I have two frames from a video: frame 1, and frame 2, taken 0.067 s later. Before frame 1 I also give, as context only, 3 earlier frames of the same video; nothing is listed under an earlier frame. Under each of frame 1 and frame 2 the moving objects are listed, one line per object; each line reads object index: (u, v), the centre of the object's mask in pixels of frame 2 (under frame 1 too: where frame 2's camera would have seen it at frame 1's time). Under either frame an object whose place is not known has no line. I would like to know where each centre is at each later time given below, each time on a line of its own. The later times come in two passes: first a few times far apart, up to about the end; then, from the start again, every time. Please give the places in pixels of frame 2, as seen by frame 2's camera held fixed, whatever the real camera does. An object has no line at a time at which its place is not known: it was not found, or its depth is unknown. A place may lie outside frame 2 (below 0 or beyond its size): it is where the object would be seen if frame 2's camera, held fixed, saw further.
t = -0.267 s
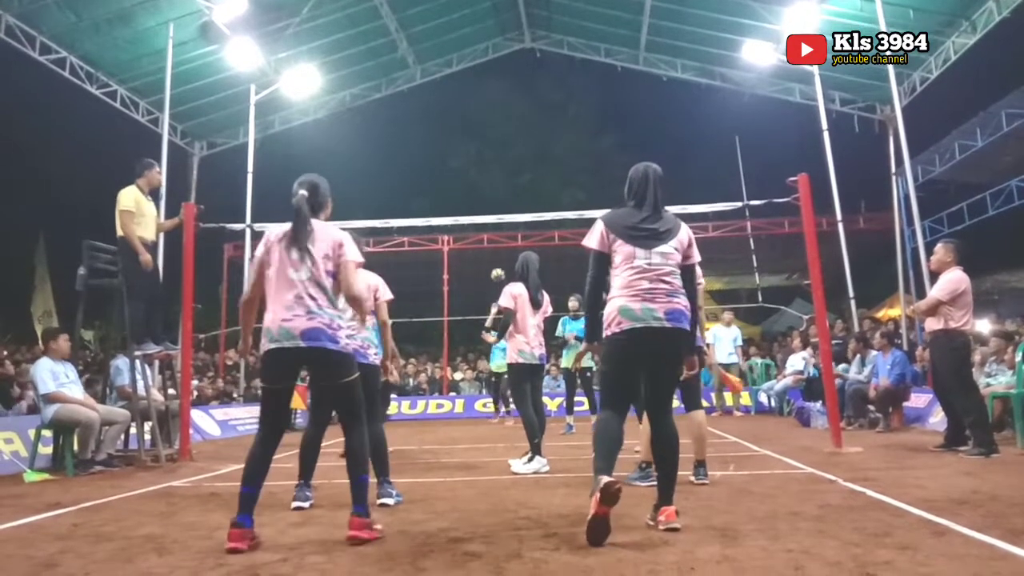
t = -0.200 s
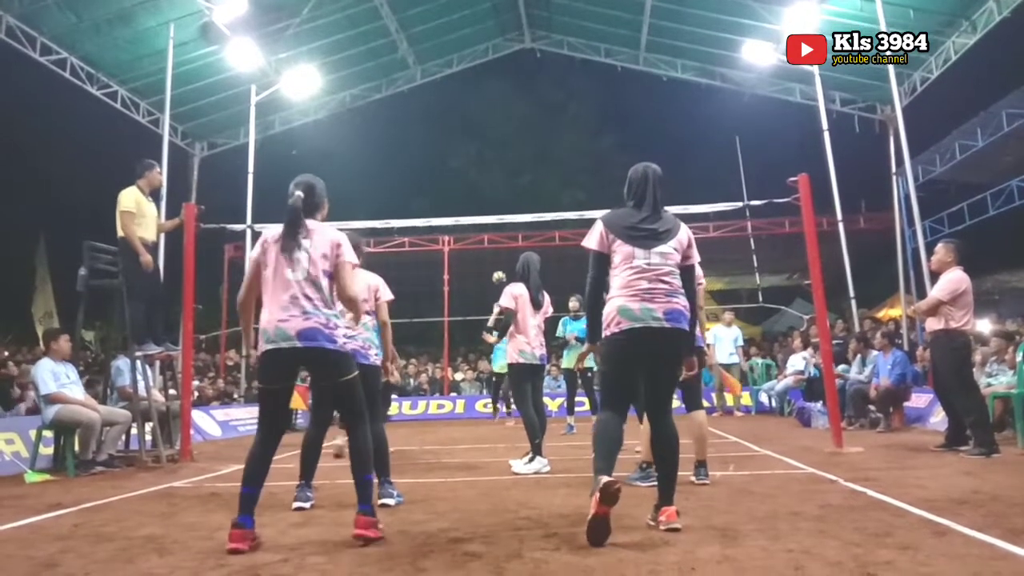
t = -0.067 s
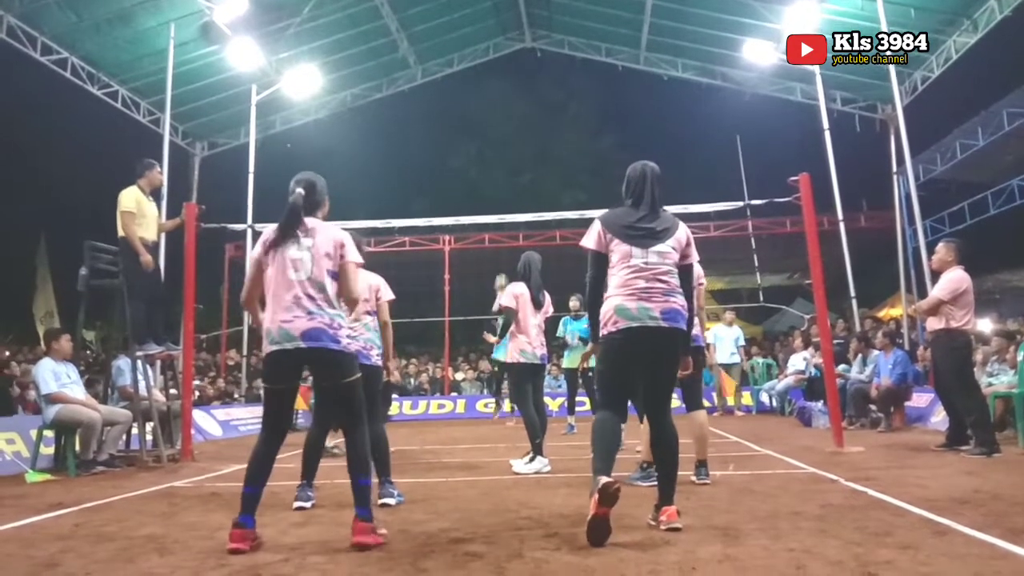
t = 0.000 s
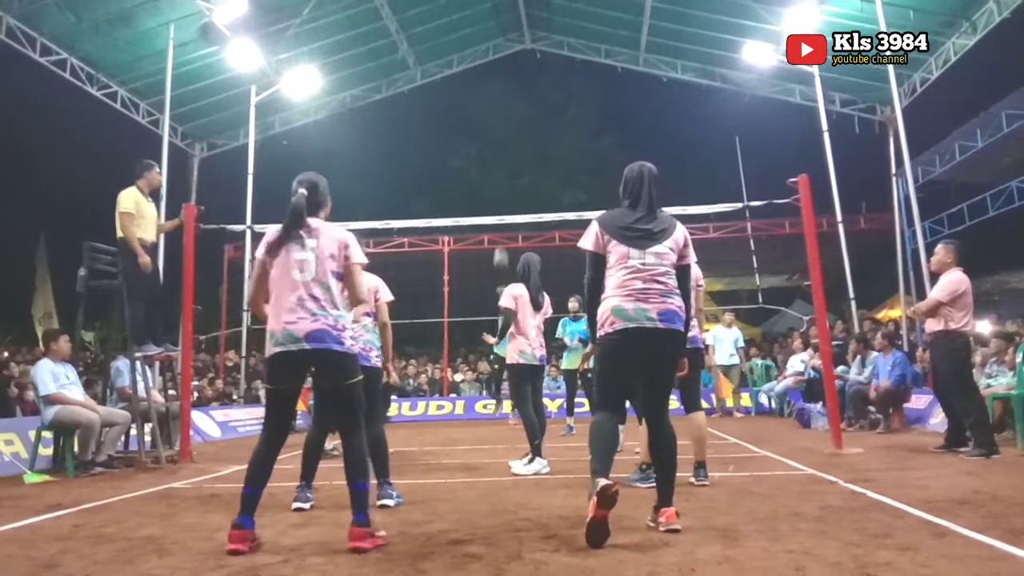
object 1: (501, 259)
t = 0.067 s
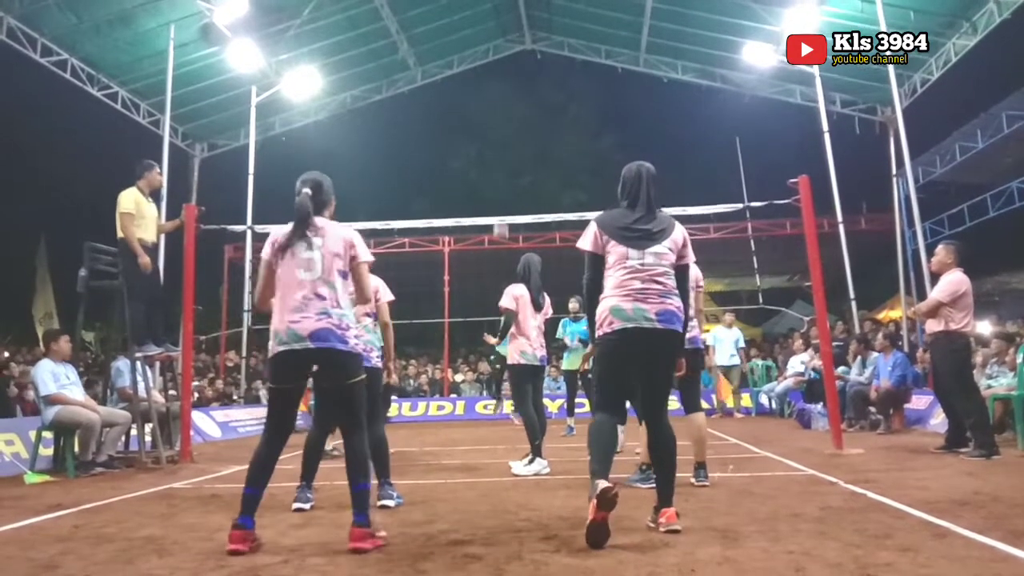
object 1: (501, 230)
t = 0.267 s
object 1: (496, 155)
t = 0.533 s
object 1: (488, 77)
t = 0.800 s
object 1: (472, 40)
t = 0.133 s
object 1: (500, 203)
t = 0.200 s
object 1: (498, 179)
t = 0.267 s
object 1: (496, 155)
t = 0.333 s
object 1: (495, 133)
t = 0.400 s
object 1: (493, 112)
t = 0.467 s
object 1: (490, 93)
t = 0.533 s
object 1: (488, 77)
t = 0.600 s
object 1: (485, 62)
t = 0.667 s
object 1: (481, 52)
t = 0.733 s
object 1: (477, 44)
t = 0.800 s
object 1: (472, 40)
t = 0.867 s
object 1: (467, 42)
